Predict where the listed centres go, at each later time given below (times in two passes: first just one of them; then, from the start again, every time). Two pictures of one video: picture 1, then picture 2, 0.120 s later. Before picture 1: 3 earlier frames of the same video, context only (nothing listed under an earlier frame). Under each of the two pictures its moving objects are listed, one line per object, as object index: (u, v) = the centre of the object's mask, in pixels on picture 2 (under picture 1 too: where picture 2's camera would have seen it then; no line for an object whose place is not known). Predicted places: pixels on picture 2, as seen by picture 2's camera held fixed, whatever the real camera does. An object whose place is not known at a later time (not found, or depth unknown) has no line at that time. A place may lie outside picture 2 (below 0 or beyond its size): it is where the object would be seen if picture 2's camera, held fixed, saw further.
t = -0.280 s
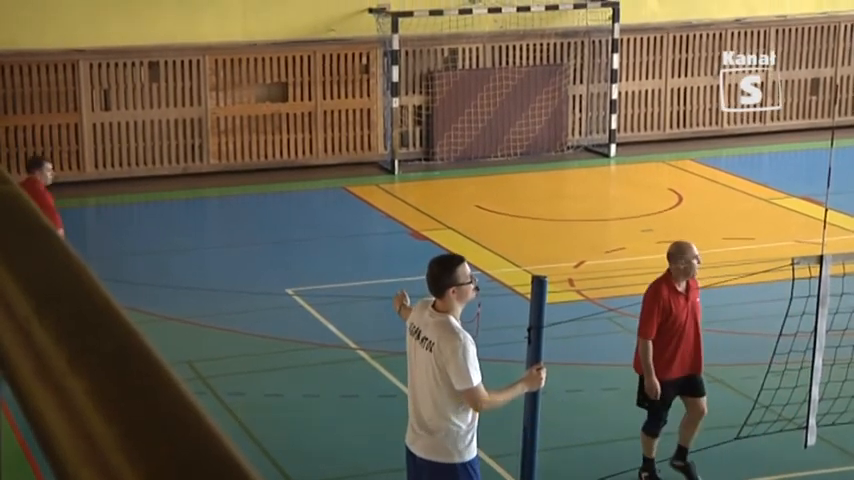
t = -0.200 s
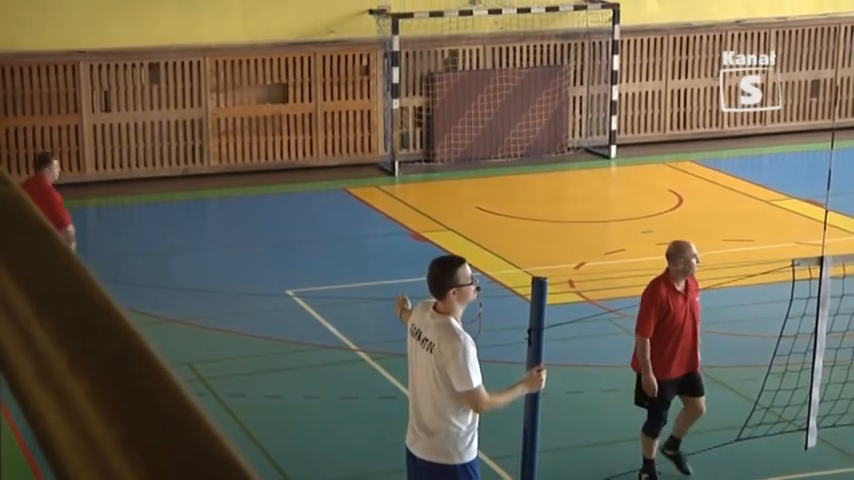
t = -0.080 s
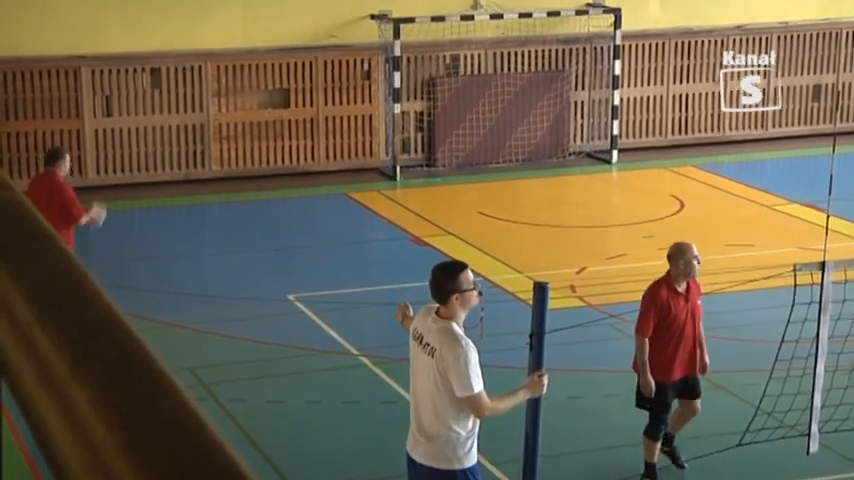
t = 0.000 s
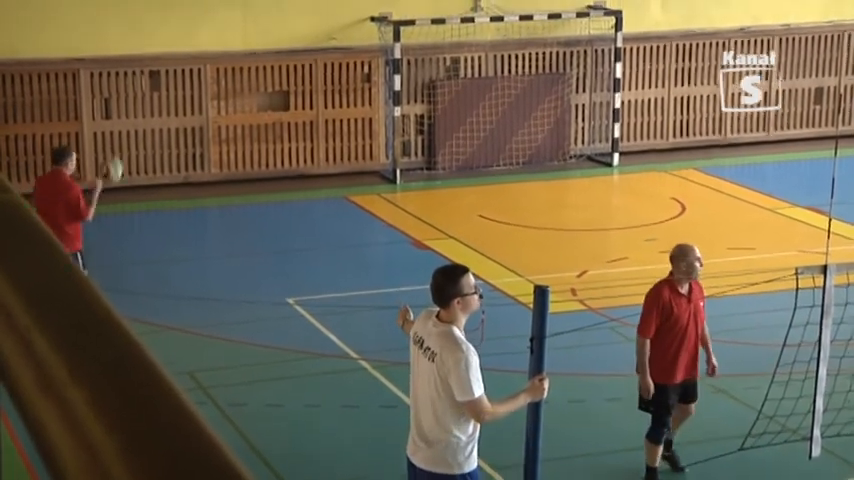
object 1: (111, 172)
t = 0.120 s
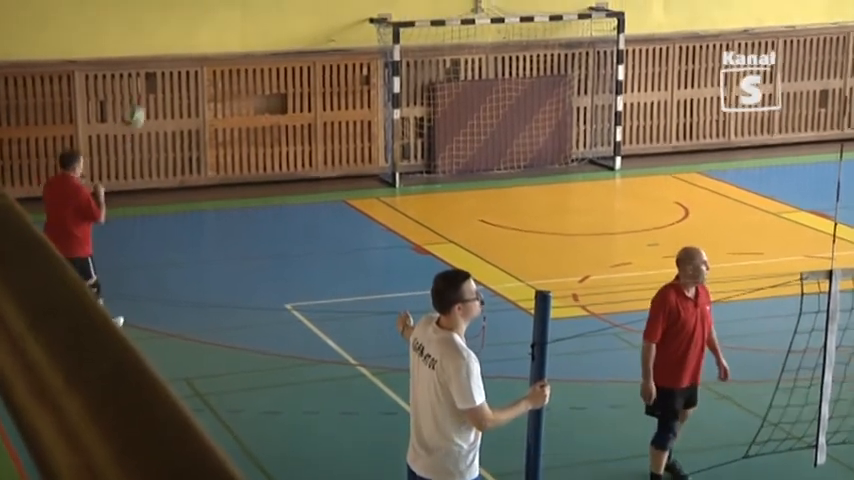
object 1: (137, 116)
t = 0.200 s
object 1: (150, 84)
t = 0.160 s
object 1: (143, 100)
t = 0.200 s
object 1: (150, 84)
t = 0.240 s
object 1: (157, 77)
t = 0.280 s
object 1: (168, 65)
